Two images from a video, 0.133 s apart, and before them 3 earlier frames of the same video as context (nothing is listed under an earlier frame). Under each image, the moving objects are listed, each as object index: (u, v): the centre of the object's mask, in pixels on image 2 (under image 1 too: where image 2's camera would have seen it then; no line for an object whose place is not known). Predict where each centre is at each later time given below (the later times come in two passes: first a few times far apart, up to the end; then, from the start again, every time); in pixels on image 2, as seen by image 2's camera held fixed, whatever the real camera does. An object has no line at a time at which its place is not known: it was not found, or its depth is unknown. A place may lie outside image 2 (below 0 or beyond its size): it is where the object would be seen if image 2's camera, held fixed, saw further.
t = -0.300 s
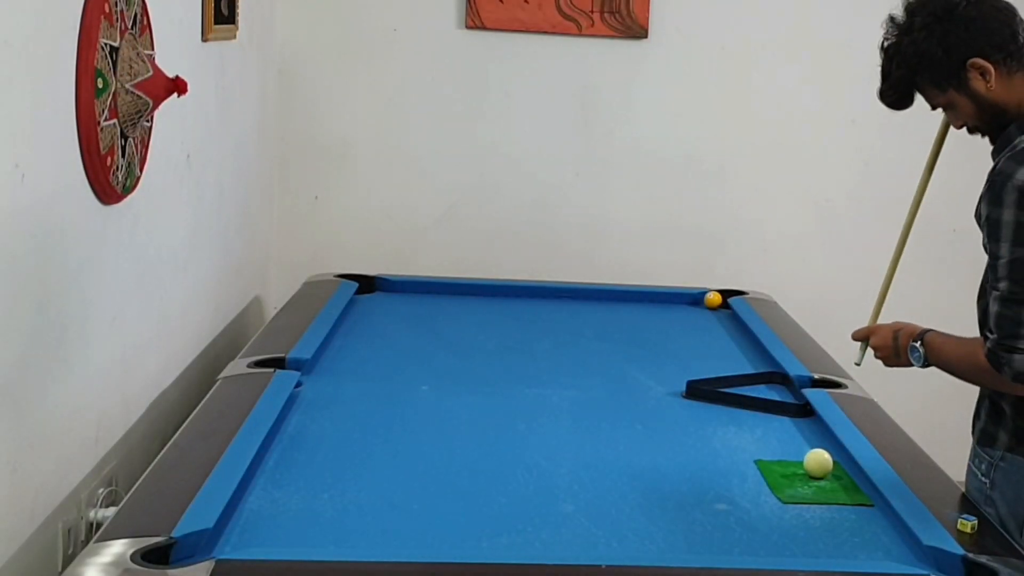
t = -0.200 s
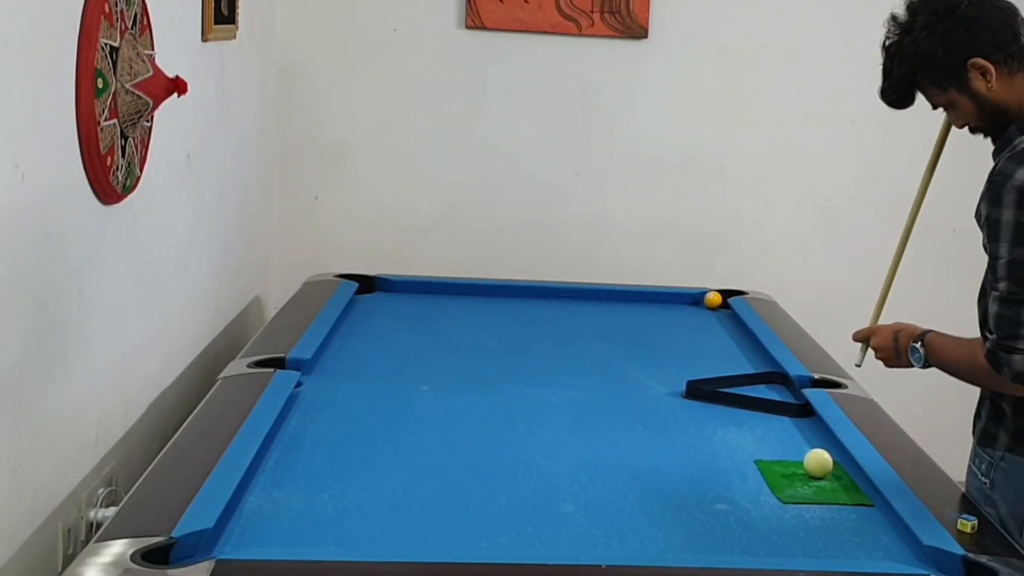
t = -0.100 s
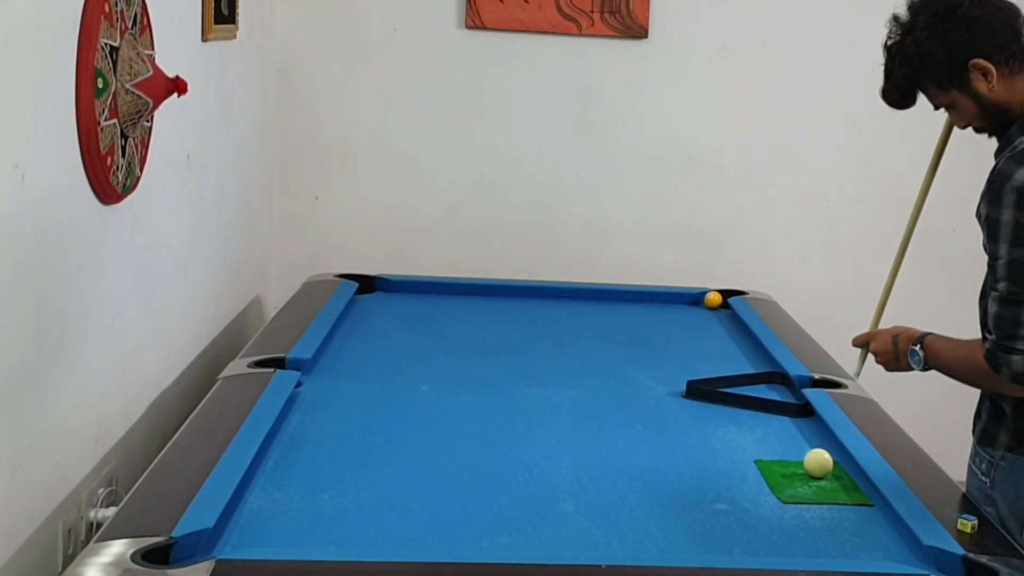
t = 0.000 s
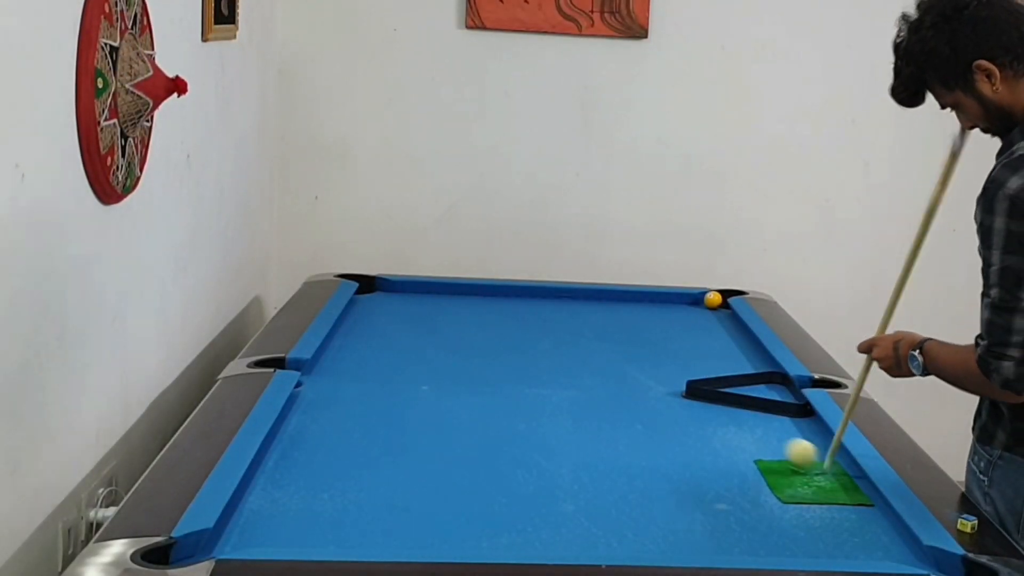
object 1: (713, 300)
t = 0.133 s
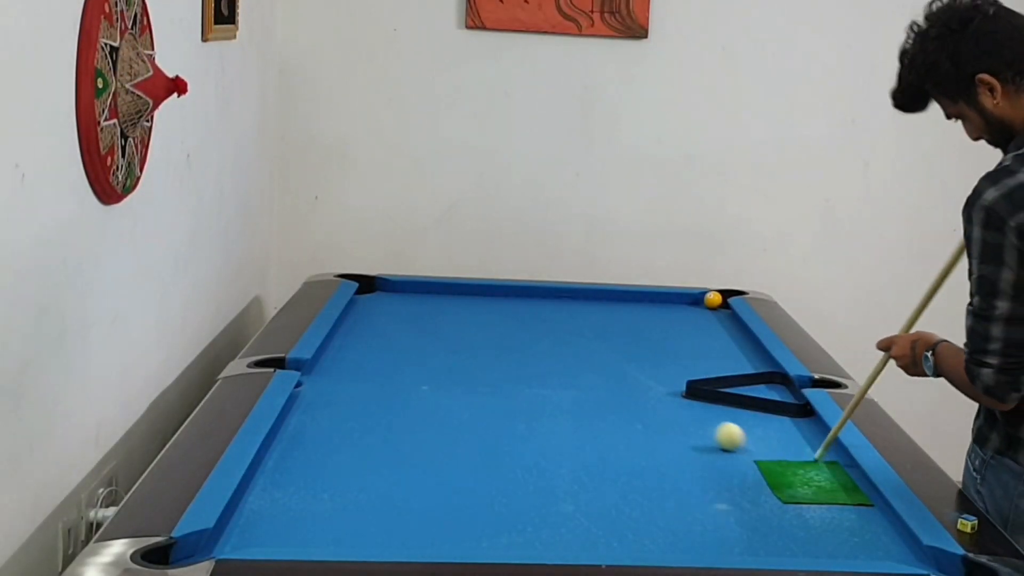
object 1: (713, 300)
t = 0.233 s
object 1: (713, 300)
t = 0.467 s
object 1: (713, 300)
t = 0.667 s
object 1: (713, 300)
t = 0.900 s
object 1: (713, 300)
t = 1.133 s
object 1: (713, 299)
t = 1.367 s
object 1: (713, 293)
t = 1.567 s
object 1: (727, 299)
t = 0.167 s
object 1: (713, 300)
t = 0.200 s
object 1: (713, 300)
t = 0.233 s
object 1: (713, 300)
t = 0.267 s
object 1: (713, 300)
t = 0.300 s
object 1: (713, 300)
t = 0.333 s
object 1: (713, 300)
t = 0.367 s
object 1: (713, 300)
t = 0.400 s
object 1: (713, 300)
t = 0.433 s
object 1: (713, 300)
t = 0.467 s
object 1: (713, 300)
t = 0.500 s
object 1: (713, 299)
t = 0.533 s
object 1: (713, 300)
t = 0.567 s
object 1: (713, 300)
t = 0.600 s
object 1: (713, 300)
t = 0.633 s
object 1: (713, 300)
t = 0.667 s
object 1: (713, 300)
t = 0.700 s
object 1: (713, 300)
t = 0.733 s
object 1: (713, 300)
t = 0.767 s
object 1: (713, 300)
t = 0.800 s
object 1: (713, 300)
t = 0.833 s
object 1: (713, 300)
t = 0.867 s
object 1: (713, 300)
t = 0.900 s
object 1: (713, 300)
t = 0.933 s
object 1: (713, 300)
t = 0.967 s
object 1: (713, 300)
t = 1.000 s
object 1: (713, 300)
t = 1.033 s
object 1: (713, 300)
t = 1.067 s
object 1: (713, 300)
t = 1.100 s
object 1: (713, 299)
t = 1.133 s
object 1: (713, 299)
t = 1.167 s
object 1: (713, 298)
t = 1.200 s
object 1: (712, 297)
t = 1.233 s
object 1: (711, 297)
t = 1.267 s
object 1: (711, 297)
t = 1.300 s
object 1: (710, 296)
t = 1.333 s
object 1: (707, 295)
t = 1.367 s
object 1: (713, 293)
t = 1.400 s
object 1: (721, 295)
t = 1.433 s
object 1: (724, 298)
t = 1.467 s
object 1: (725, 299)
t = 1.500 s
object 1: (727, 299)
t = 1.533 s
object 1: (727, 299)
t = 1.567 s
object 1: (727, 299)
